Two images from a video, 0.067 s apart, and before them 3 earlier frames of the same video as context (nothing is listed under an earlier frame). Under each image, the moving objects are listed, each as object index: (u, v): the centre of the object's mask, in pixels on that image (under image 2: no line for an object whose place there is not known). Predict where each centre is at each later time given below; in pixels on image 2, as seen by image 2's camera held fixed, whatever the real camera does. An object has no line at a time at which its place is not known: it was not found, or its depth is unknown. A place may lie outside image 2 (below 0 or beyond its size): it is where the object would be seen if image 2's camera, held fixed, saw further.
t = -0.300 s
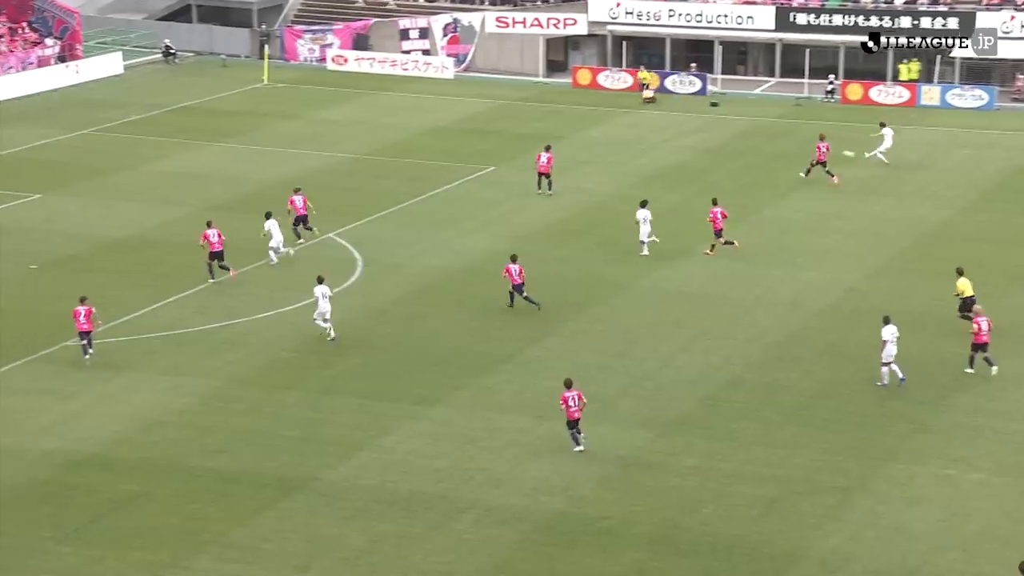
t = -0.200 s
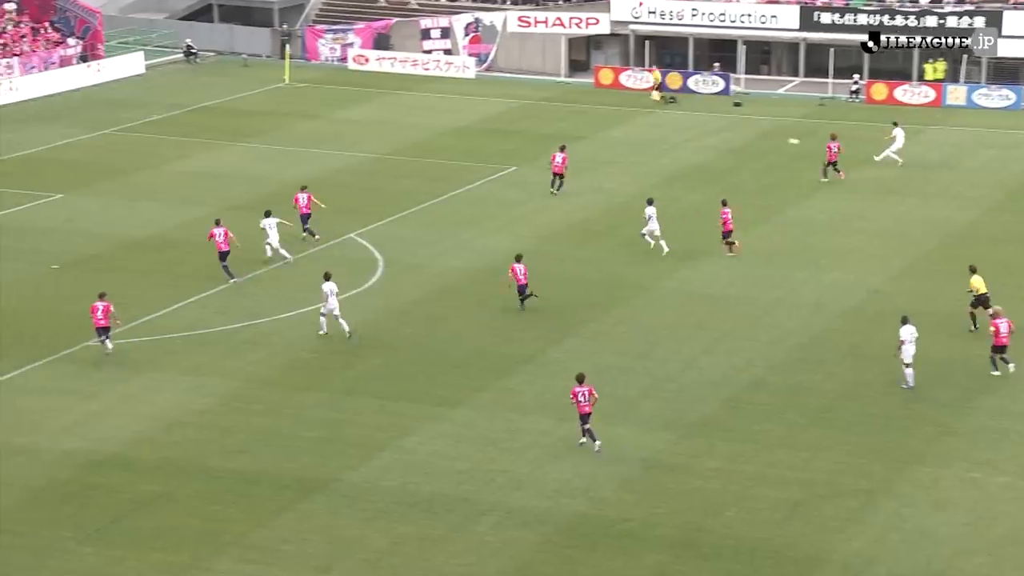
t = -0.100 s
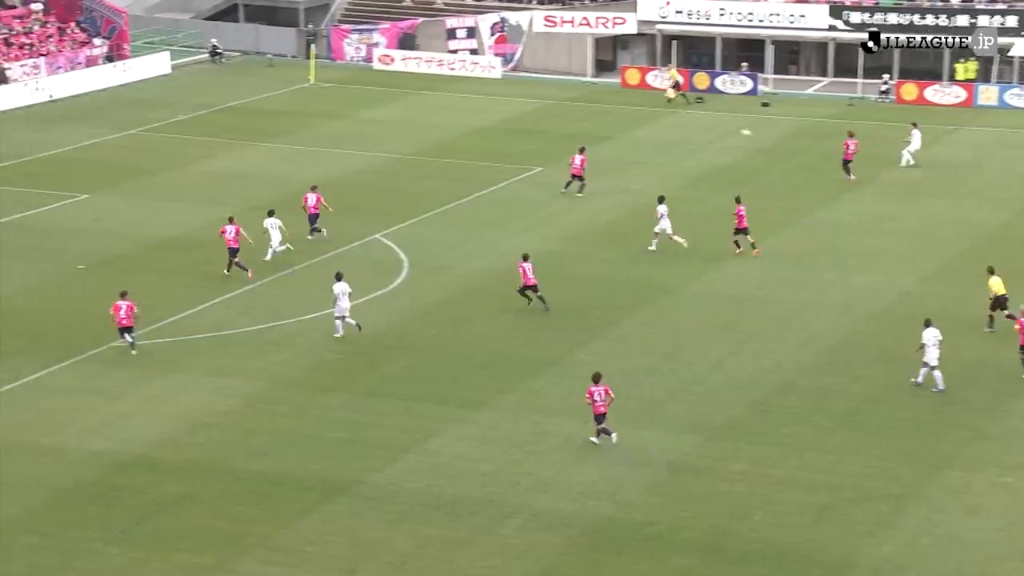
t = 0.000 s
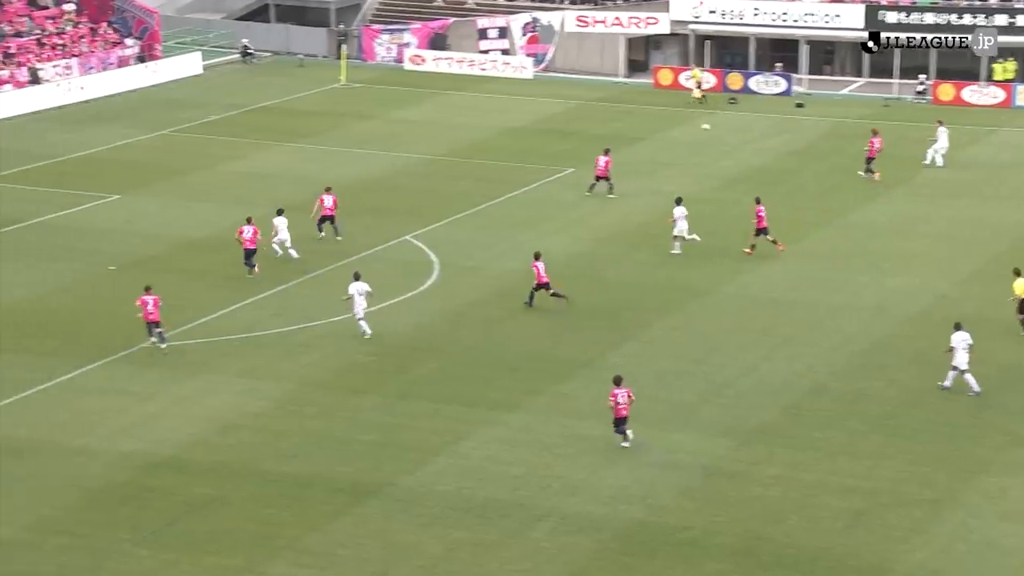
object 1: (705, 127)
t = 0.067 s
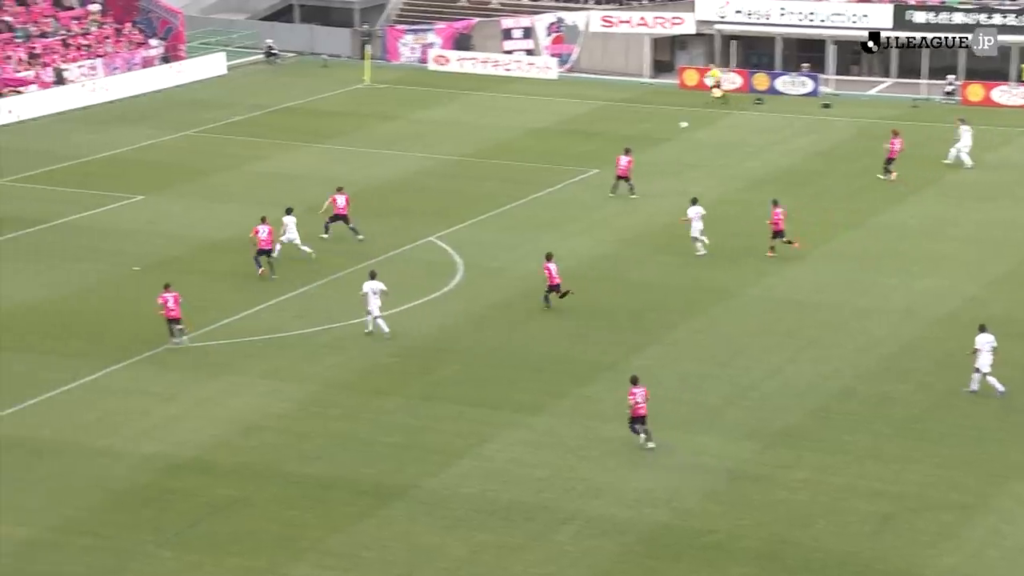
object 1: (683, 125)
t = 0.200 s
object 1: (593, 124)
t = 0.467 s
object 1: (424, 138)
